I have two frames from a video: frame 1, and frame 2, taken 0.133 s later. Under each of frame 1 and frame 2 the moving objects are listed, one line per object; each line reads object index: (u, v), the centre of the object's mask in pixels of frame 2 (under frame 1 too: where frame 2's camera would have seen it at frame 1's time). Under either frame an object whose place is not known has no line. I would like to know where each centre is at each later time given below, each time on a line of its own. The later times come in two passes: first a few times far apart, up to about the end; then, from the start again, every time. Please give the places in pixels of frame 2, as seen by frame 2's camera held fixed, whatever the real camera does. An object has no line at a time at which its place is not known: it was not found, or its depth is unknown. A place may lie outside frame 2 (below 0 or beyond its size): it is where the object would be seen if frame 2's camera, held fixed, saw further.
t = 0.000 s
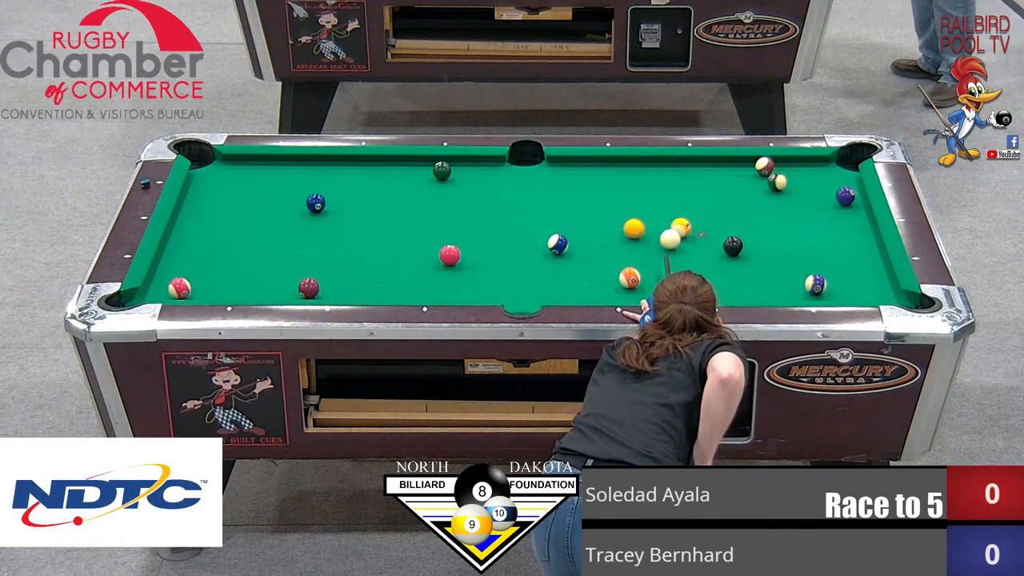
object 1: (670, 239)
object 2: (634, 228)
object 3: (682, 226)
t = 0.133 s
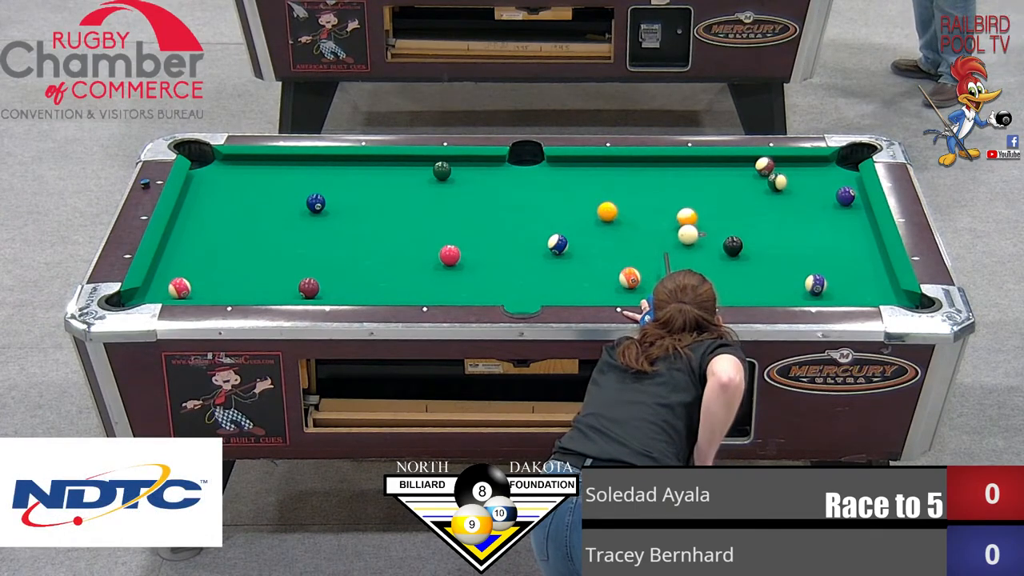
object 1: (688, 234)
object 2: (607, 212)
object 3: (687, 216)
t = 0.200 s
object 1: (692, 234)
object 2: (600, 207)
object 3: (688, 214)
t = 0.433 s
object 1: (706, 232)
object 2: (576, 192)
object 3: (694, 204)
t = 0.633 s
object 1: (717, 231)
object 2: (557, 180)
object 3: (699, 196)
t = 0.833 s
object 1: (726, 229)
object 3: (703, 189)
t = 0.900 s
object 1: (727, 229)
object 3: (704, 188)
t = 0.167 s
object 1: (690, 234)
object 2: (604, 209)
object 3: (688, 215)
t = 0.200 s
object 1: (692, 234)
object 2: (600, 207)
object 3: (688, 214)
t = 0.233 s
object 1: (694, 233)
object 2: (596, 205)
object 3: (689, 213)
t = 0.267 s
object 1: (696, 233)
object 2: (593, 203)
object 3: (690, 211)
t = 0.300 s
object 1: (698, 233)
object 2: (590, 201)
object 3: (691, 210)
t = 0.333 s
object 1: (700, 232)
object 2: (586, 198)
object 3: (692, 208)
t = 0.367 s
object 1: (702, 232)
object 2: (583, 196)
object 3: (693, 207)
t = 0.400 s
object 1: (704, 232)
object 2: (579, 194)
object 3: (693, 206)
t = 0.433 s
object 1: (706, 232)
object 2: (576, 192)
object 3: (694, 204)
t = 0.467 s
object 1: (708, 232)
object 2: (573, 190)
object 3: (695, 203)
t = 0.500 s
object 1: (710, 232)
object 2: (569, 188)
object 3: (695, 202)
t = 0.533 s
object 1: (712, 231)
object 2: (566, 186)
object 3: (696, 200)
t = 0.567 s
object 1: (713, 231)
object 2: (563, 184)
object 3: (697, 199)
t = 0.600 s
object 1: (715, 231)
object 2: (560, 182)
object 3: (698, 197)
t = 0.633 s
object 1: (717, 231)
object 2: (557, 180)
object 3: (699, 196)
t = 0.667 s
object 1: (718, 230)
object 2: (553, 178)
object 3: (700, 195)
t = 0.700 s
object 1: (720, 230)
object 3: (700, 194)
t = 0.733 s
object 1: (721, 230)
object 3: (701, 193)
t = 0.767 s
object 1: (723, 229)
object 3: (702, 191)
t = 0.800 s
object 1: (725, 229)
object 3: (703, 190)
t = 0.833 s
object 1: (726, 229)
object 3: (703, 189)
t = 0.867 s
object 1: (726, 229)
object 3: (704, 188)
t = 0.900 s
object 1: (727, 229)
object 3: (704, 188)
